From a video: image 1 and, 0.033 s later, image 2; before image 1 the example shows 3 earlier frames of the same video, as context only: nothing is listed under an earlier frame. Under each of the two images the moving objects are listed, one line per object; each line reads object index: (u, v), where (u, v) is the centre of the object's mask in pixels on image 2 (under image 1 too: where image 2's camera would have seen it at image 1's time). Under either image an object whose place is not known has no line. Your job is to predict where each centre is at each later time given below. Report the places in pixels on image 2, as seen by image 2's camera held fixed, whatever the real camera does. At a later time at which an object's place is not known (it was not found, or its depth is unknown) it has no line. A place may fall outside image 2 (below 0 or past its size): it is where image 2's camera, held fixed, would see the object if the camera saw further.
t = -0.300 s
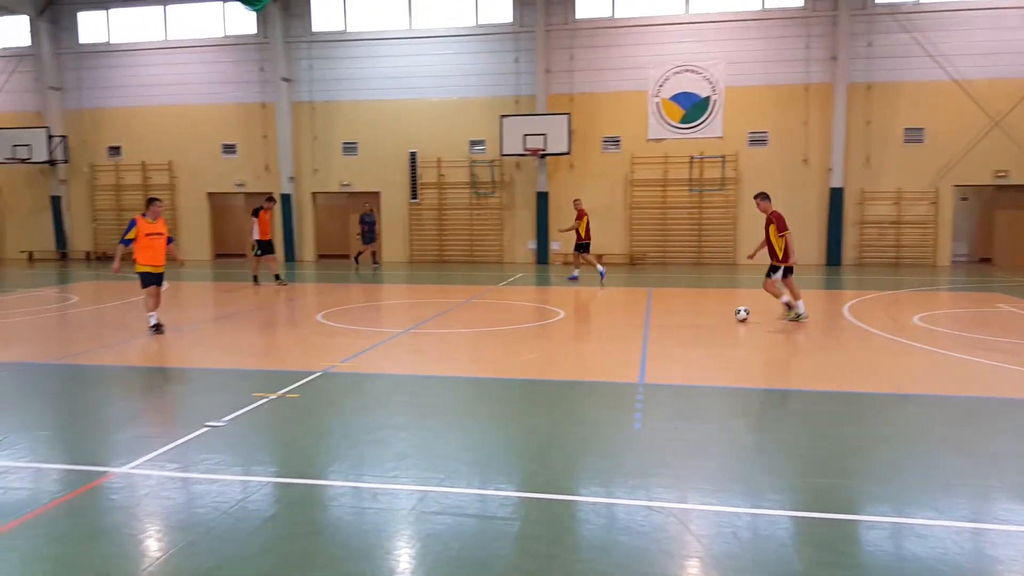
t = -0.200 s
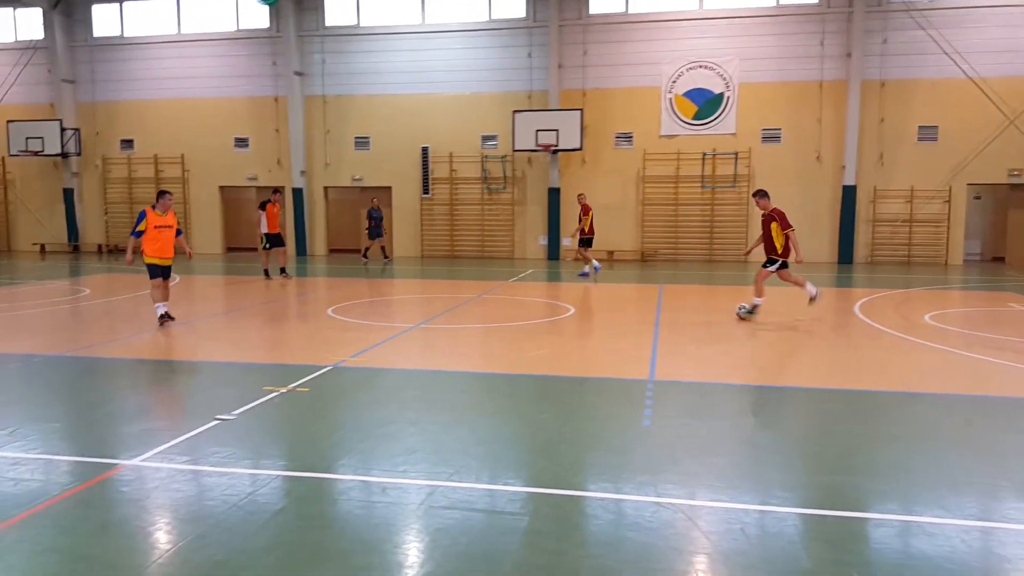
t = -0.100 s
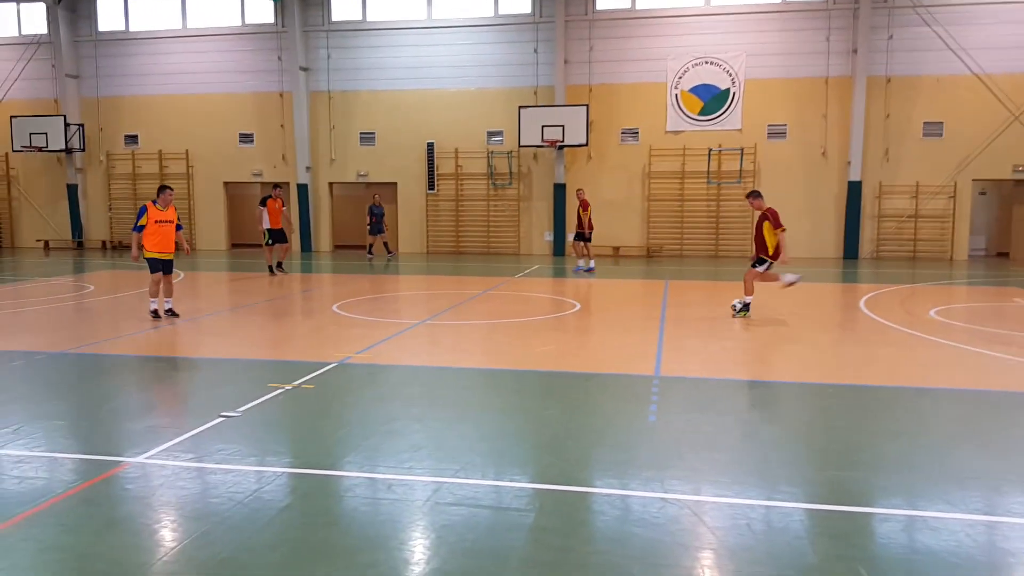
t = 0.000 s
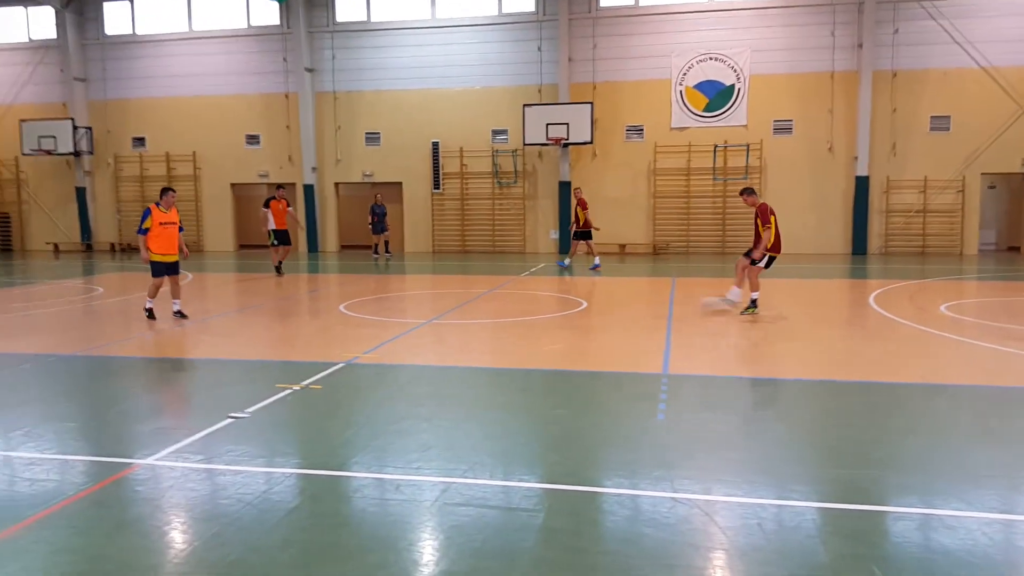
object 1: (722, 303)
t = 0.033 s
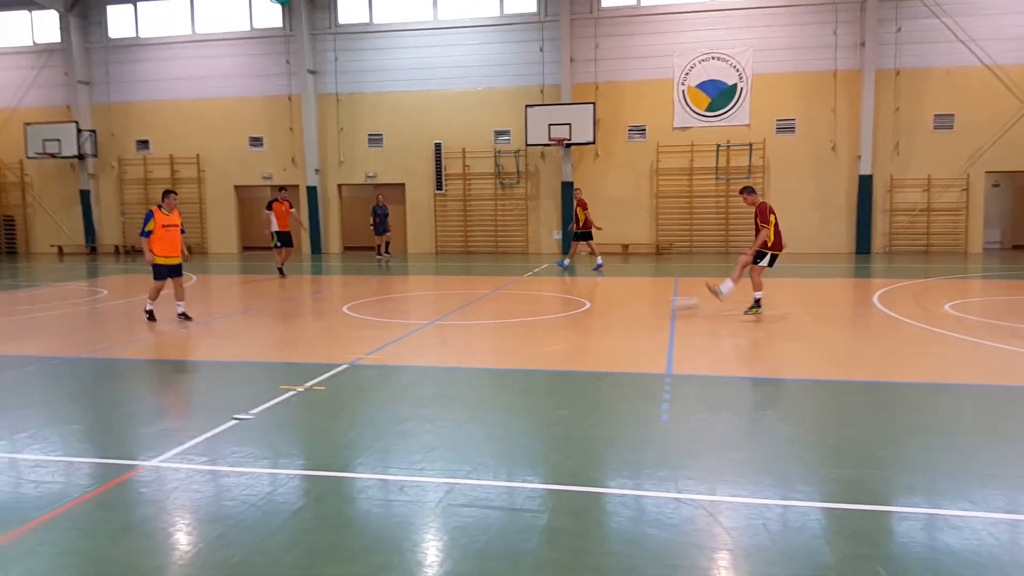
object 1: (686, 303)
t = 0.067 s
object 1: (652, 304)
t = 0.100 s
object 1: (614, 307)
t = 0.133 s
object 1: (575, 307)
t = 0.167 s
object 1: (541, 313)
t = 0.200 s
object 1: (500, 320)
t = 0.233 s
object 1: (464, 320)
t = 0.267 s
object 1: (428, 323)
